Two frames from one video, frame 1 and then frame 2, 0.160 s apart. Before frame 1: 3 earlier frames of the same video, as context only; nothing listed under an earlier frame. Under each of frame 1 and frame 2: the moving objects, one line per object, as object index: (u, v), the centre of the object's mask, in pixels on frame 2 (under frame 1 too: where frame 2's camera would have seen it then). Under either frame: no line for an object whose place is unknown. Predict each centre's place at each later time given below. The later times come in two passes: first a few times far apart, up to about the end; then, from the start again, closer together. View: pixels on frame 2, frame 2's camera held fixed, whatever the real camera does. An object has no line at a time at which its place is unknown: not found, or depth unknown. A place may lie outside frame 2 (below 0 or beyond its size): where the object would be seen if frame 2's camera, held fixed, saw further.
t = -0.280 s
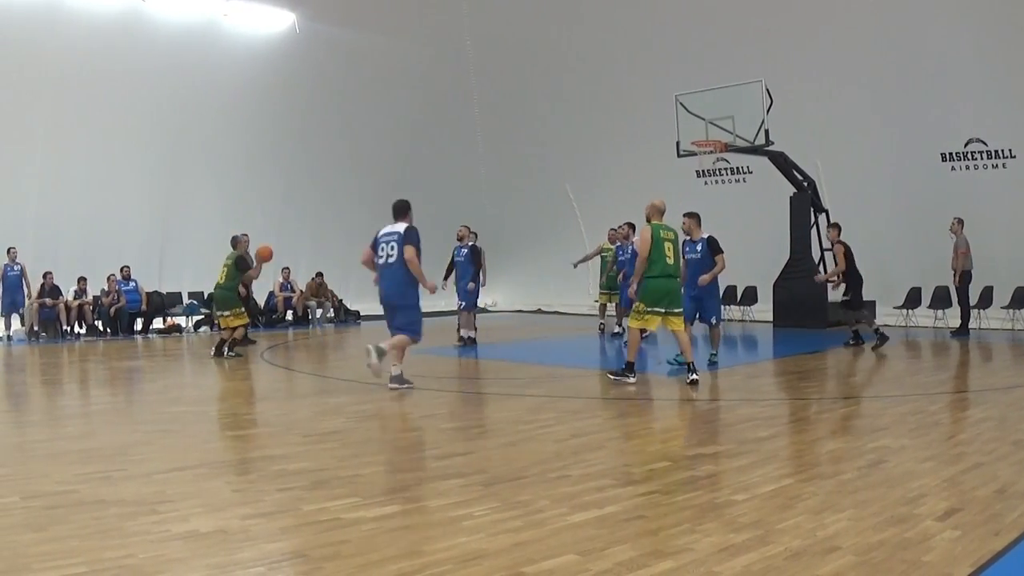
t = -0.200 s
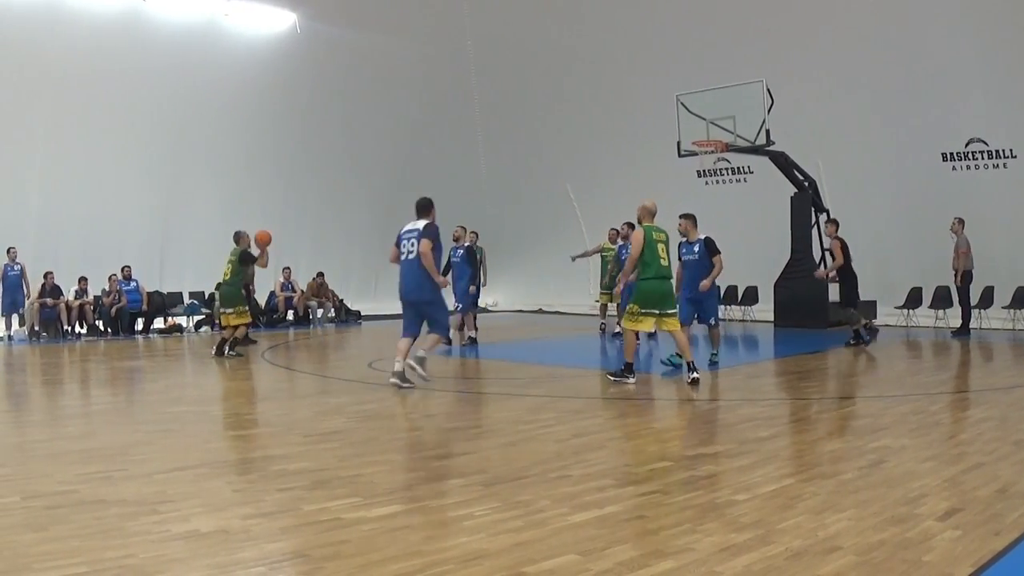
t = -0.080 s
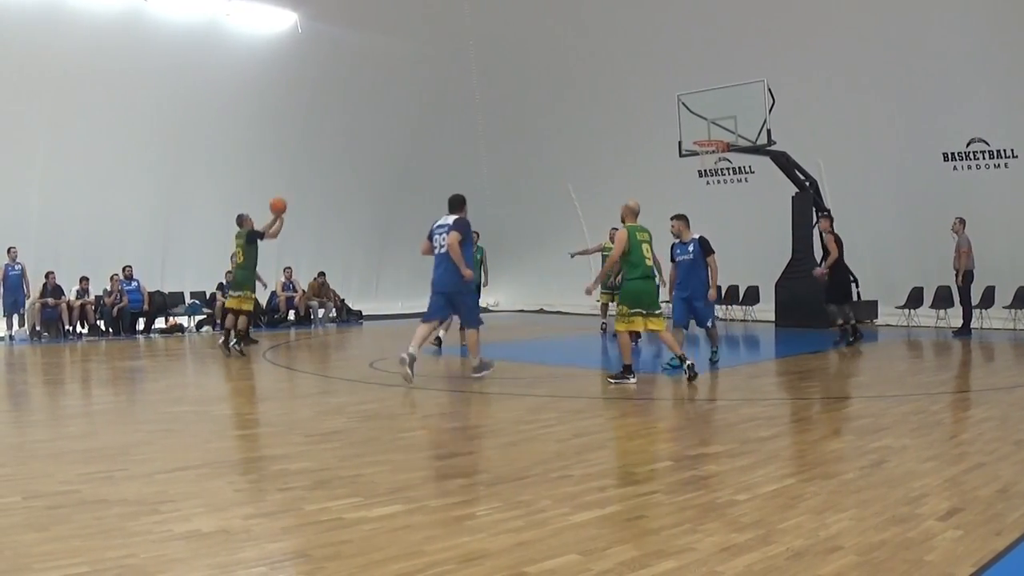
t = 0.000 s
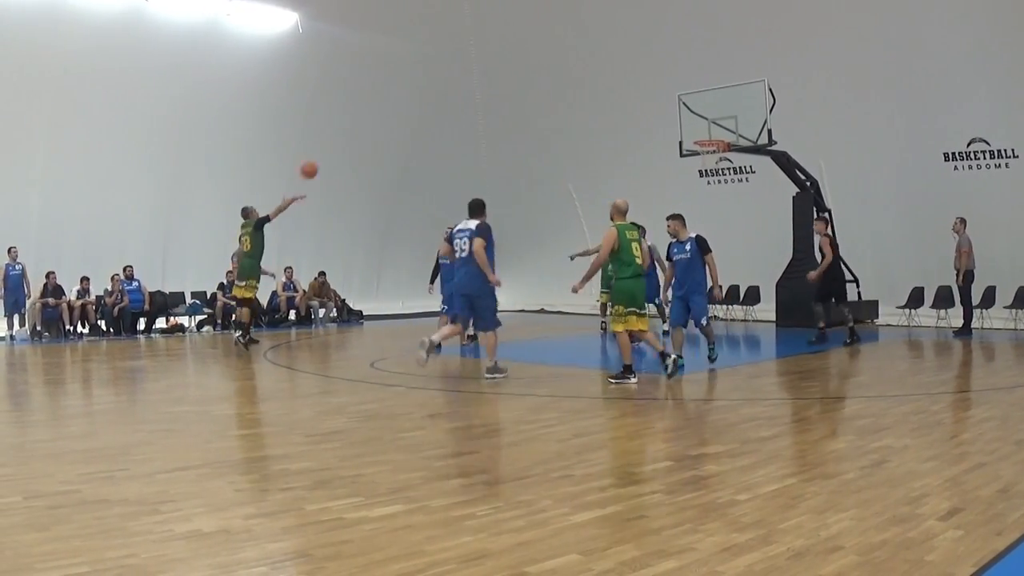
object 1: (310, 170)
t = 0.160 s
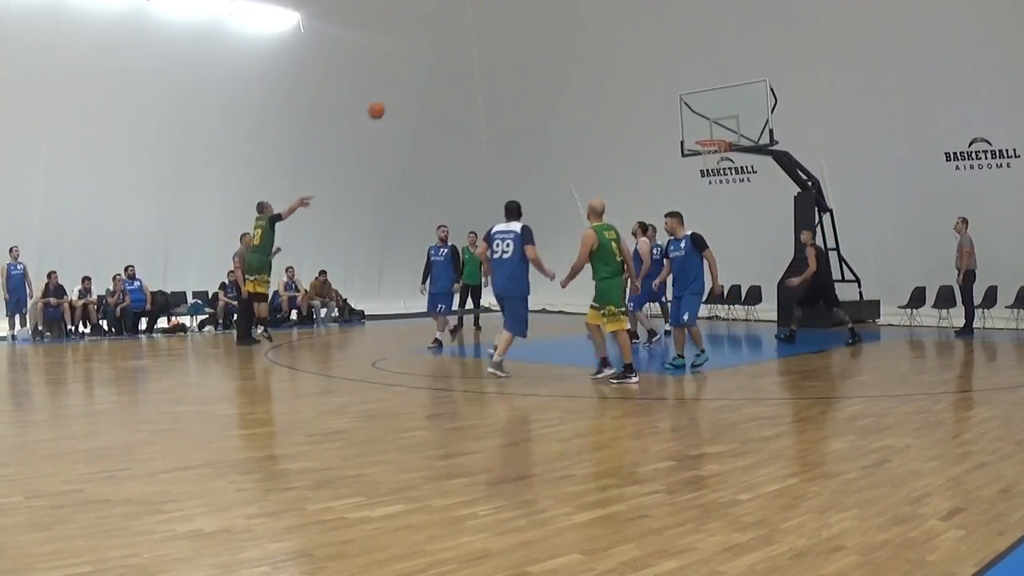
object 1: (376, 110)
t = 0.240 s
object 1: (408, 89)
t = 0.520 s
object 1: (516, 49)
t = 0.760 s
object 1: (602, 57)
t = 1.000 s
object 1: (682, 101)
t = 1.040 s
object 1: (695, 112)
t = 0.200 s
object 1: (392, 99)
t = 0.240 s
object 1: (408, 89)
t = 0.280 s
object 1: (424, 80)
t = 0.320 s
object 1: (440, 72)
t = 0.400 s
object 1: (471, 59)
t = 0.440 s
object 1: (486, 55)
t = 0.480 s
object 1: (502, 51)
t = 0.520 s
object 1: (516, 49)
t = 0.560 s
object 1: (531, 48)
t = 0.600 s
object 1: (545, 48)
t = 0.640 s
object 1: (560, 48)
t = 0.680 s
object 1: (574, 51)
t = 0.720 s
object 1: (588, 54)
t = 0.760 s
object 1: (602, 57)
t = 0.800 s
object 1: (615, 62)
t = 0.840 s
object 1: (629, 68)
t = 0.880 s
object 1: (643, 75)
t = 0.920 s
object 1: (656, 83)
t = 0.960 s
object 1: (669, 92)
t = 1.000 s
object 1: (682, 101)
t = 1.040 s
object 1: (695, 112)
